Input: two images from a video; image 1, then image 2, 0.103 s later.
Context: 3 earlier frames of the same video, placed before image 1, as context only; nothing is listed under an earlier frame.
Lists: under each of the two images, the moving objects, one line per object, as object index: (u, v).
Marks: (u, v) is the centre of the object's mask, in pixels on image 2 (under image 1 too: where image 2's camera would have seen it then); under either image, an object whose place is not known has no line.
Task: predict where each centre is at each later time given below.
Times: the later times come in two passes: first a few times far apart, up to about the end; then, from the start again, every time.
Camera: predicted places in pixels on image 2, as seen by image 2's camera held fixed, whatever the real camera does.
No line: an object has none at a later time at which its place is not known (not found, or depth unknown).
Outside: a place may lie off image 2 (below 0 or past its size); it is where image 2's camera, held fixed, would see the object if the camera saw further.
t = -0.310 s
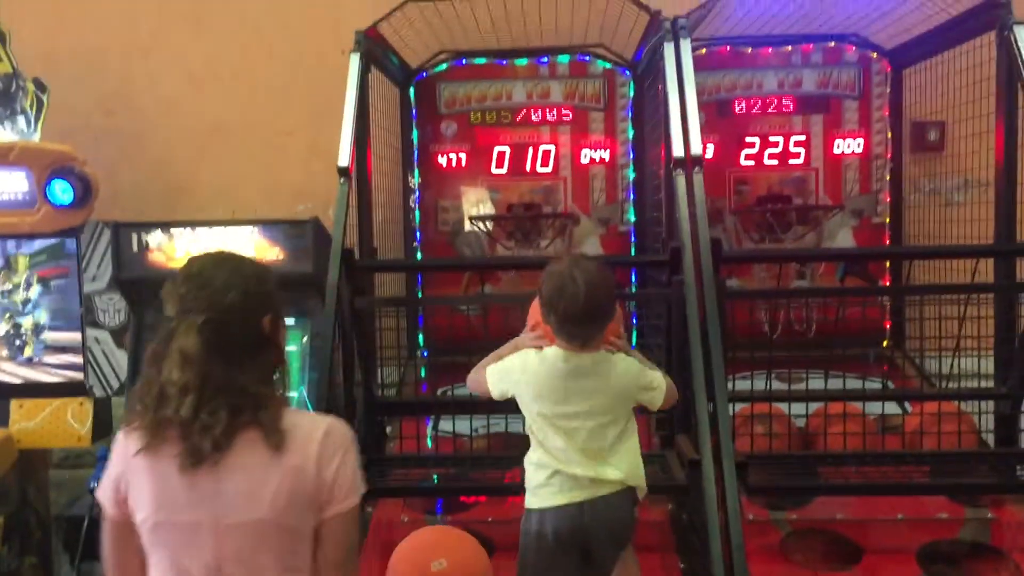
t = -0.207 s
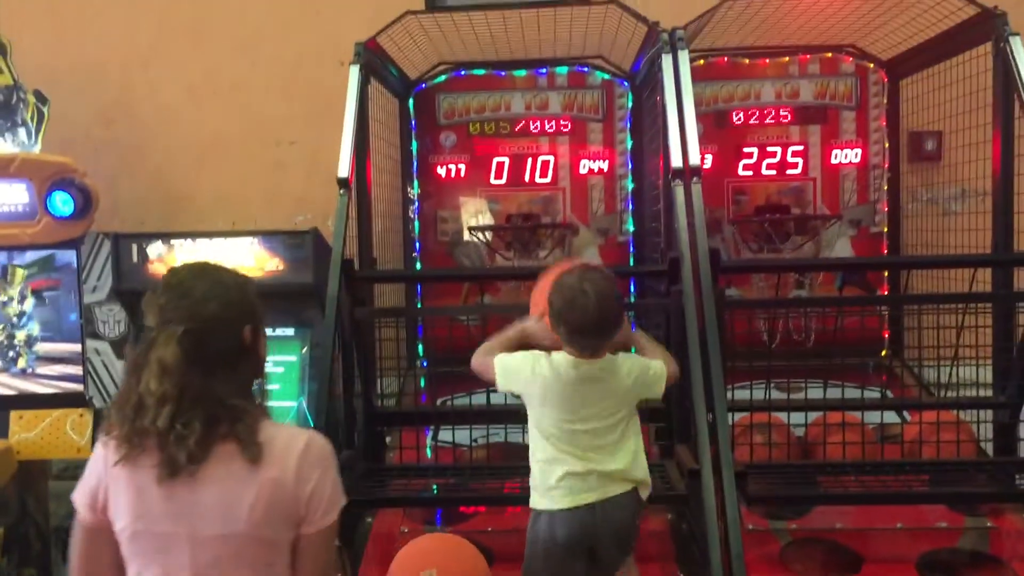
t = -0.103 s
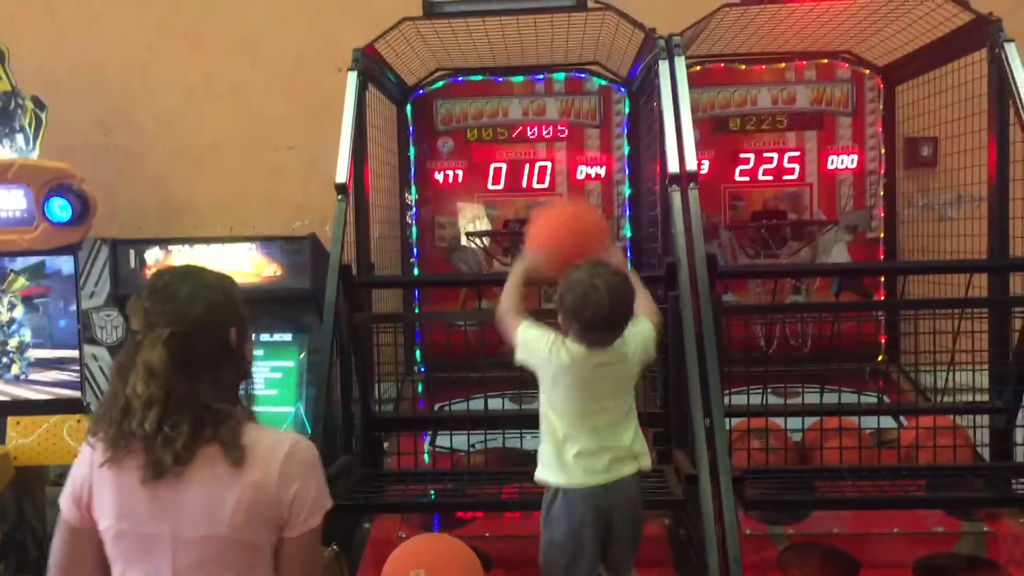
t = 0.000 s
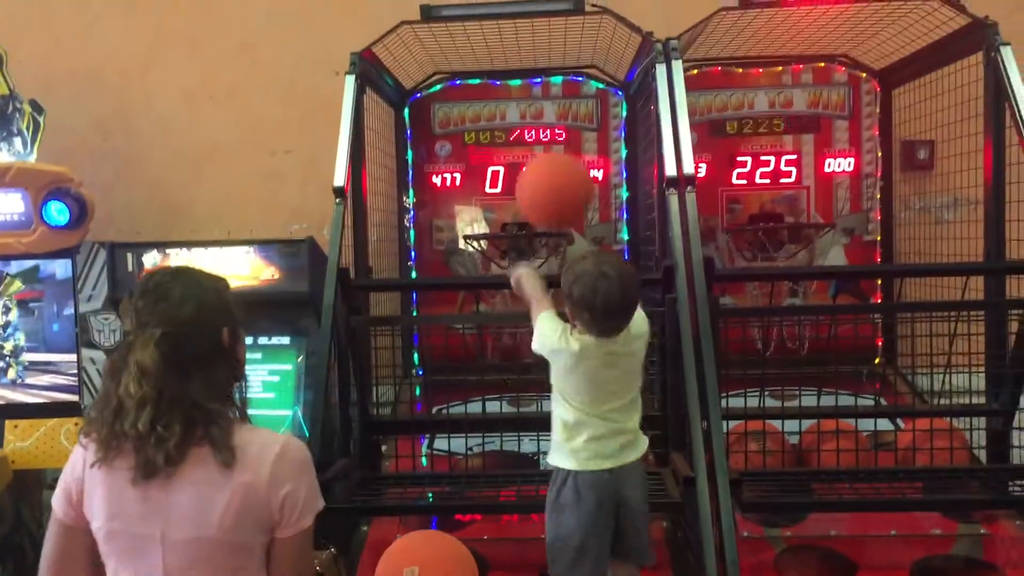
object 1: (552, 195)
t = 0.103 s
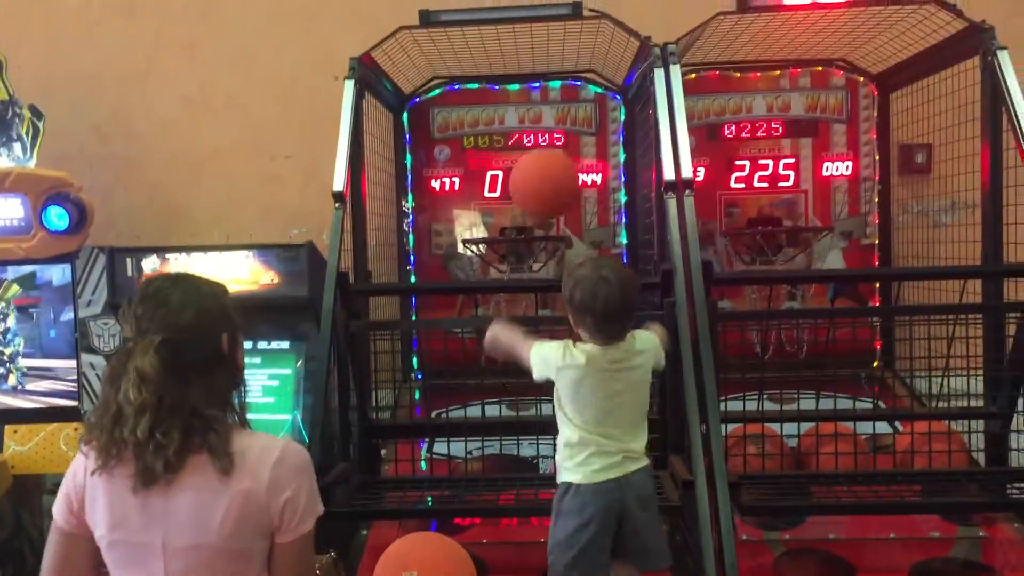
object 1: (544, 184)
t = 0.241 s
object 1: (536, 217)
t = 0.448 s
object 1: (599, 245)
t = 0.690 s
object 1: (616, 241)
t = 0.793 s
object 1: (610, 232)
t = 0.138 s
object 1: (542, 187)
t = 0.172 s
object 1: (540, 194)
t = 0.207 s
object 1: (538, 204)
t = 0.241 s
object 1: (536, 217)
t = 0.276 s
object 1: (542, 227)
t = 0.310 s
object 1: (553, 225)
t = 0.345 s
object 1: (562, 226)
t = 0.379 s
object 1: (573, 229)
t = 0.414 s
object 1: (584, 234)
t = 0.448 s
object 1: (599, 245)
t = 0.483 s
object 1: (612, 255)
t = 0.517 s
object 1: (625, 277)
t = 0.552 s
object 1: (628, 291)
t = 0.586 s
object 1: (626, 276)
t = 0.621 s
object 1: (623, 254)
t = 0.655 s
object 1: (620, 248)
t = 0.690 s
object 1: (616, 241)
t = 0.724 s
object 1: (614, 235)
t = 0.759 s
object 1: (612, 233)
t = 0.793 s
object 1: (610, 232)
